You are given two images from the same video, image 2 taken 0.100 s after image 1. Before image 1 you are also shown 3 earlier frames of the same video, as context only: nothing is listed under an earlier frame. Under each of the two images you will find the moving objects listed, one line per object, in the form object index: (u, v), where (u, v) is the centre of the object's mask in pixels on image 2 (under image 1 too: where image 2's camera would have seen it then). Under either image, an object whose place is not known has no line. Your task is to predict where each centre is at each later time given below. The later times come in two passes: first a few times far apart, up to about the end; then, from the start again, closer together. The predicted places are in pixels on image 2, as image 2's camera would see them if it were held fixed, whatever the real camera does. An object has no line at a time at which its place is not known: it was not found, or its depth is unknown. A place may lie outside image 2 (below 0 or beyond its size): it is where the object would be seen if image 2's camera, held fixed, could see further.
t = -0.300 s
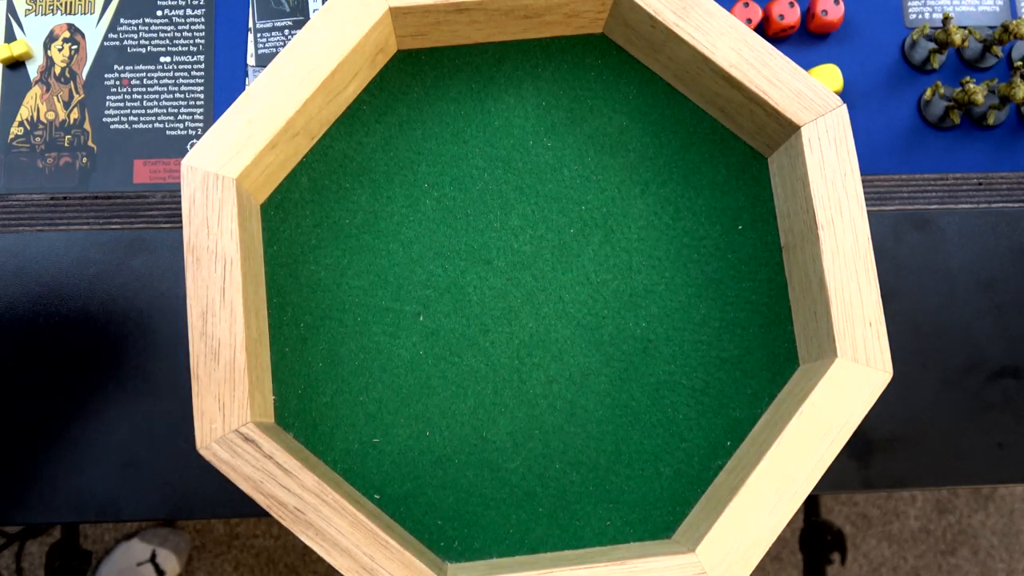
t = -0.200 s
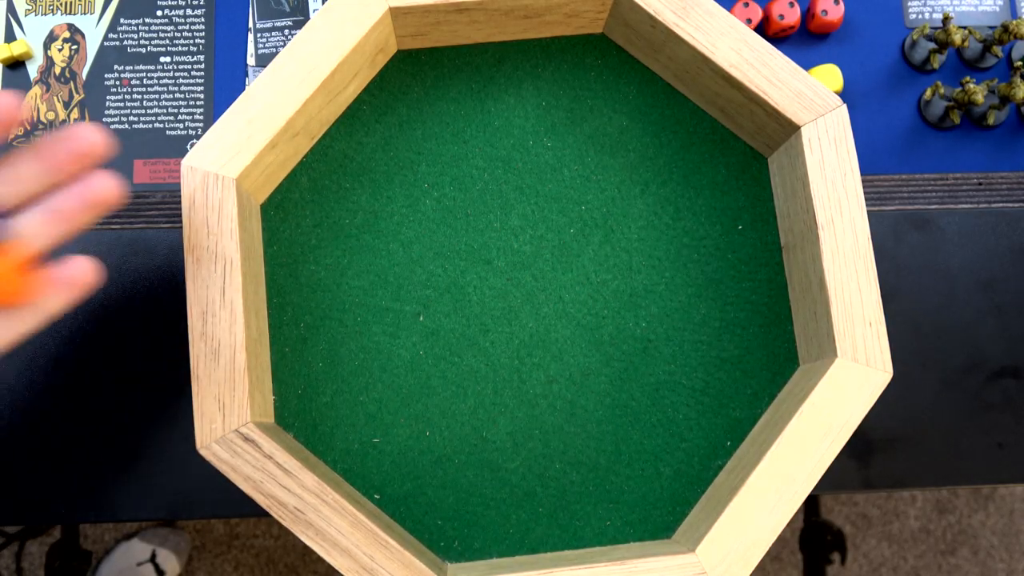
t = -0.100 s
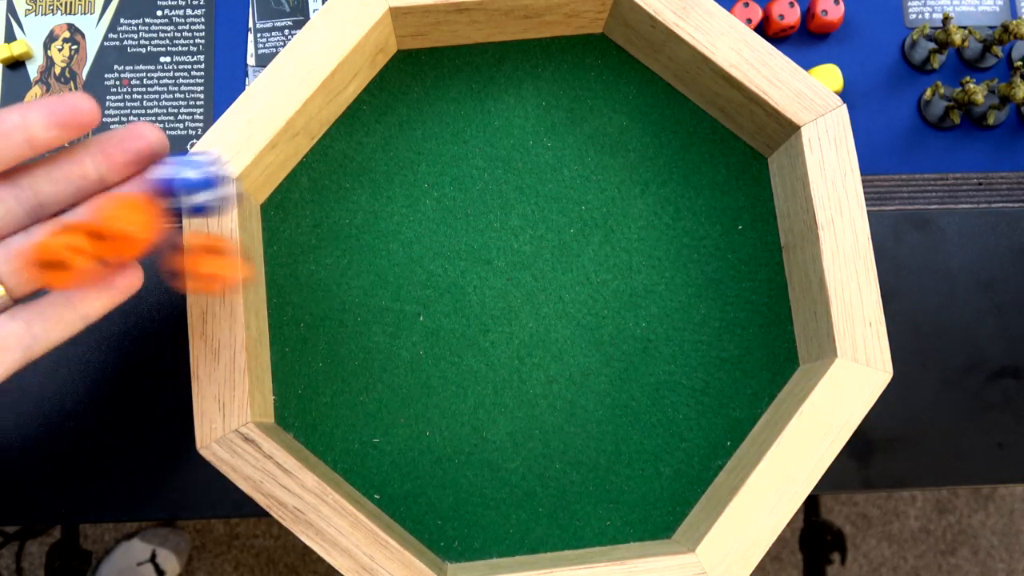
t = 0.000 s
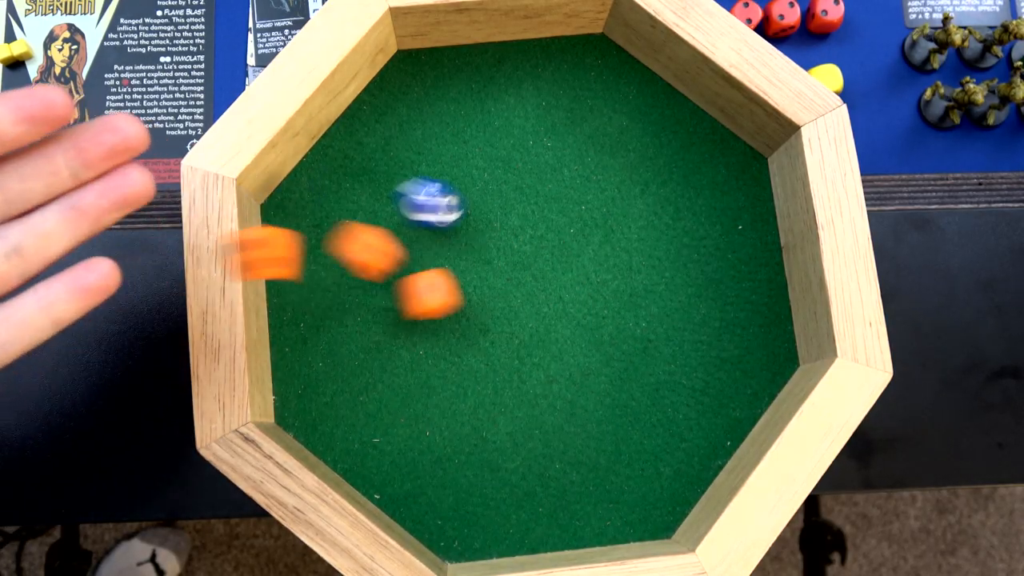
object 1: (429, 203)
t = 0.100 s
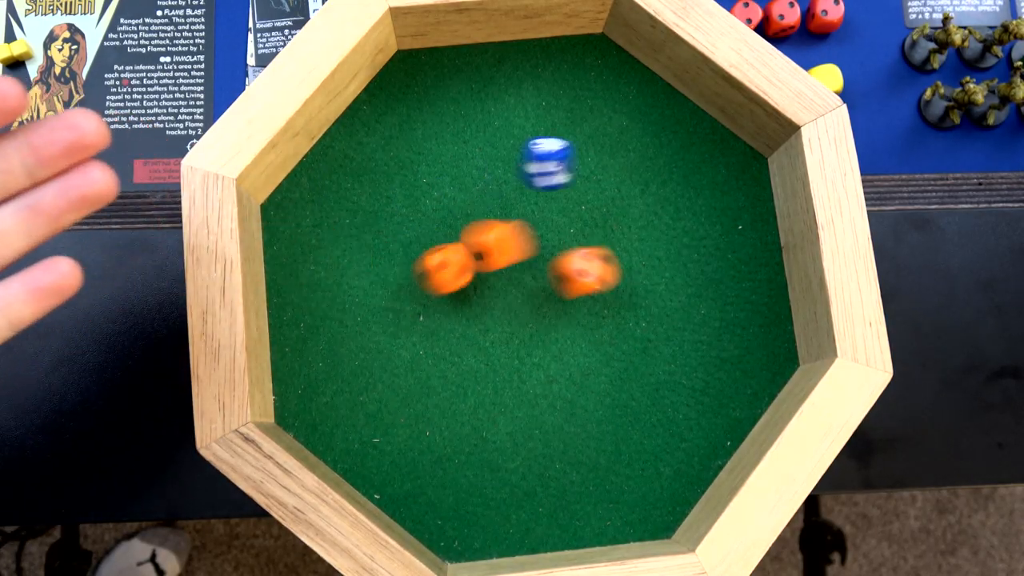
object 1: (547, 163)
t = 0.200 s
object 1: (637, 152)
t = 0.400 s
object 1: (594, 101)
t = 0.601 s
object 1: (543, 71)
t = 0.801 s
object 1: (542, 71)
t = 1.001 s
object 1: (542, 71)
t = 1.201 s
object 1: (542, 71)
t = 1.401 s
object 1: (542, 71)
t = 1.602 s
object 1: (542, 71)
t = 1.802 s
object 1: (542, 71)
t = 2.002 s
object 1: (542, 71)
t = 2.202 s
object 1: (543, 71)
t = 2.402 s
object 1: (543, 71)
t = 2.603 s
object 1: (542, 71)
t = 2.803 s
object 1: (542, 71)
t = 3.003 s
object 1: (543, 71)
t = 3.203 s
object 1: (542, 71)
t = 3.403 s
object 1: (542, 71)
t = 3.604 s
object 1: (542, 71)
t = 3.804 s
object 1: (542, 71)
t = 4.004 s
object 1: (543, 71)
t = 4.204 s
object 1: (542, 71)
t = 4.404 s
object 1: (543, 71)
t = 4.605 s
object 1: (542, 71)
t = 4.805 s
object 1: (542, 71)
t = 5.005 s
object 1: (542, 71)
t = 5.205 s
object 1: (542, 71)
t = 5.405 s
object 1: (542, 71)
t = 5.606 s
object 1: (542, 71)
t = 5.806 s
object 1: (542, 71)
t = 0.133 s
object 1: (581, 162)
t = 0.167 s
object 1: (612, 163)
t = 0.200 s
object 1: (637, 152)
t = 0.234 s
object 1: (658, 150)
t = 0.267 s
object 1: (679, 150)
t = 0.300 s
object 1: (669, 143)
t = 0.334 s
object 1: (641, 131)
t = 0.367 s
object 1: (615, 116)
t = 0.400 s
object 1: (594, 101)
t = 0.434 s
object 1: (581, 84)
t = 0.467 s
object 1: (569, 65)
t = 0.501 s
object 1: (559, 52)
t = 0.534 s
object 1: (552, 64)
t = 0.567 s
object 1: (545, 69)
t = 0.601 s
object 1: (543, 71)
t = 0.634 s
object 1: (542, 71)
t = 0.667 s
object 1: (542, 71)
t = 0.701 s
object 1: (542, 71)
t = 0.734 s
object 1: (542, 71)
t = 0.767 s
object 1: (542, 71)
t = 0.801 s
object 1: (542, 71)
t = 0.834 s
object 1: (542, 71)
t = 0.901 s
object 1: (542, 71)
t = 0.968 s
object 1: (542, 71)
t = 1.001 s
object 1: (542, 71)
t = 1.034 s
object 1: (542, 71)
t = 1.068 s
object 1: (543, 71)
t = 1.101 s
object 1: (542, 71)
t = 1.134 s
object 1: (542, 71)
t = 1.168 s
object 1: (542, 71)
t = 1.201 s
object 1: (542, 71)
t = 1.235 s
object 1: (542, 71)
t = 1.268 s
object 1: (542, 71)
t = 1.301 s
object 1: (542, 71)
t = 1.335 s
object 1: (542, 71)
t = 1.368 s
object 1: (542, 71)
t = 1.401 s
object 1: (542, 71)
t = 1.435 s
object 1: (542, 71)
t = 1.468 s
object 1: (542, 71)
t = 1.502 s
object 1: (542, 71)
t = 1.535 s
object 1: (542, 71)
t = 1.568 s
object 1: (542, 71)
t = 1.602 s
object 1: (542, 71)
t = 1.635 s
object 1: (543, 71)
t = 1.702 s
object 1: (542, 71)
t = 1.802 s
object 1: (542, 71)
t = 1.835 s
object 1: (542, 71)
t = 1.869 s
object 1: (543, 71)
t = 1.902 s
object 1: (542, 71)
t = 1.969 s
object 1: (542, 71)
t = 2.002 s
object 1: (542, 71)
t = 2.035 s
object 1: (542, 71)
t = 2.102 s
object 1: (542, 71)
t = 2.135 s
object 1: (543, 71)
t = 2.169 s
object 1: (542, 71)
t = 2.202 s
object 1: (543, 71)
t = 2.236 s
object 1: (542, 71)
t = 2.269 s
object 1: (543, 71)
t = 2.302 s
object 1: (542, 71)
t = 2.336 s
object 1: (543, 71)
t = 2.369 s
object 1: (542, 71)
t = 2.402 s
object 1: (543, 71)
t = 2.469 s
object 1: (543, 71)
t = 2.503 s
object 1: (542, 71)
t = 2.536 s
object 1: (543, 71)
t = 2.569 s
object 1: (542, 71)
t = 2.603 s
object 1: (542, 71)
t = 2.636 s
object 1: (542, 71)
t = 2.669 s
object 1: (543, 71)
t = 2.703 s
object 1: (543, 71)
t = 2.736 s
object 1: (542, 71)
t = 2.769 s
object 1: (543, 71)
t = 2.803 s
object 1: (542, 71)
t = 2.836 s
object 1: (543, 71)
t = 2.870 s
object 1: (542, 71)
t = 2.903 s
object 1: (542, 71)
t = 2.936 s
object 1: (542, 71)
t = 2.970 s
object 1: (543, 71)
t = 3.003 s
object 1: (543, 71)
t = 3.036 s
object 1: (543, 71)
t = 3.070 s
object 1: (542, 71)
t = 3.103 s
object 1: (542, 71)
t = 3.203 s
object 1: (542, 71)
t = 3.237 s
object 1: (542, 71)
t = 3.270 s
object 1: (542, 71)
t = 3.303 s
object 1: (542, 71)
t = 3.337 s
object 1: (542, 71)
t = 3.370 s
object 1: (542, 71)
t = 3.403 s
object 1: (542, 71)
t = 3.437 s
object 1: (542, 71)
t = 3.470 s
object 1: (542, 71)
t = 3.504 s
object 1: (542, 71)
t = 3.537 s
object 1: (542, 71)
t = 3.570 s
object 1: (542, 71)
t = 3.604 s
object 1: (542, 71)
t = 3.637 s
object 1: (542, 71)
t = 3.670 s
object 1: (542, 71)
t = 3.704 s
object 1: (542, 71)
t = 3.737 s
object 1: (542, 71)
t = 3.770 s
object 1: (542, 71)
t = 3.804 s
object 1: (542, 71)
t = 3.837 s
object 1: (542, 71)
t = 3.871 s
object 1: (542, 71)
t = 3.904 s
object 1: (542, 71)
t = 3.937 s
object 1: (543, 71)
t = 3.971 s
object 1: (543, 71)
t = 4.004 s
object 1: (543, 71)
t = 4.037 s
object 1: (543, 71)
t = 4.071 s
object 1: (542, 71)
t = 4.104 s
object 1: (543, 71)
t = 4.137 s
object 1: (543, 71)
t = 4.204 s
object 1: (542, 71)
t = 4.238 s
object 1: (543, 71)
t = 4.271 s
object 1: (542, 71)
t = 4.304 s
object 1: (542, 71)
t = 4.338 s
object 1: (543, 71)
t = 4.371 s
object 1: (542, 71)
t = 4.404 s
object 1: (543, 71)
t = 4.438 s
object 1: (543, 71)
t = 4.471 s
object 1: (543, 71)
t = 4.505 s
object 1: (542, 71)
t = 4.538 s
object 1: (542, 71)
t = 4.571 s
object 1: (542, 71)
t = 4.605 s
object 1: (542, 71)
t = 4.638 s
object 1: (542, 71)
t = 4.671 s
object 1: (542, 71)
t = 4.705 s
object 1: (542, 71)
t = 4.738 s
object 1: (542, 71)
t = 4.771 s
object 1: (542, 71)
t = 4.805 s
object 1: (542, 71)
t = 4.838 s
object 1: (542, 71)
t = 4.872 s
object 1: (542, 71)
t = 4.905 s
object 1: (542, 71)
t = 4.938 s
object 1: (542, 71)
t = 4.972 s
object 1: (542, 71)
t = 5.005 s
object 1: (542, 71)
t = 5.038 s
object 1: (542, 71)
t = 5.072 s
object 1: (542, 71)
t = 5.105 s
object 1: (542, 71)
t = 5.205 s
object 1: (542, 71)
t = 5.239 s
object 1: (542, 71)
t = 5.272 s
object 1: (542, 71)
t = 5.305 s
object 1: (542, 71)
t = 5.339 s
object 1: (542, 71)
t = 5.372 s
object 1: (542, 71)
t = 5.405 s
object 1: (542, 71)
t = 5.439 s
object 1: (542, 71)
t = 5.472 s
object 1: (542, 71)
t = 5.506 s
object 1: (542, 71)
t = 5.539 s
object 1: (542, 71)
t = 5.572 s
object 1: (542, 71)
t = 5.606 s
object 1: (542, 71)
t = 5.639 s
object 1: (542, 71)
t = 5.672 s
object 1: (542, 71)
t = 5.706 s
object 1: (542, 71)
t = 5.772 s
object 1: (542, 71)
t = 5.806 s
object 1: (542, 71)
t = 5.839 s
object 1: (542, 71)
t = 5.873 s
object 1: (542, 71)
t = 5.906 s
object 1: (542, 71)
